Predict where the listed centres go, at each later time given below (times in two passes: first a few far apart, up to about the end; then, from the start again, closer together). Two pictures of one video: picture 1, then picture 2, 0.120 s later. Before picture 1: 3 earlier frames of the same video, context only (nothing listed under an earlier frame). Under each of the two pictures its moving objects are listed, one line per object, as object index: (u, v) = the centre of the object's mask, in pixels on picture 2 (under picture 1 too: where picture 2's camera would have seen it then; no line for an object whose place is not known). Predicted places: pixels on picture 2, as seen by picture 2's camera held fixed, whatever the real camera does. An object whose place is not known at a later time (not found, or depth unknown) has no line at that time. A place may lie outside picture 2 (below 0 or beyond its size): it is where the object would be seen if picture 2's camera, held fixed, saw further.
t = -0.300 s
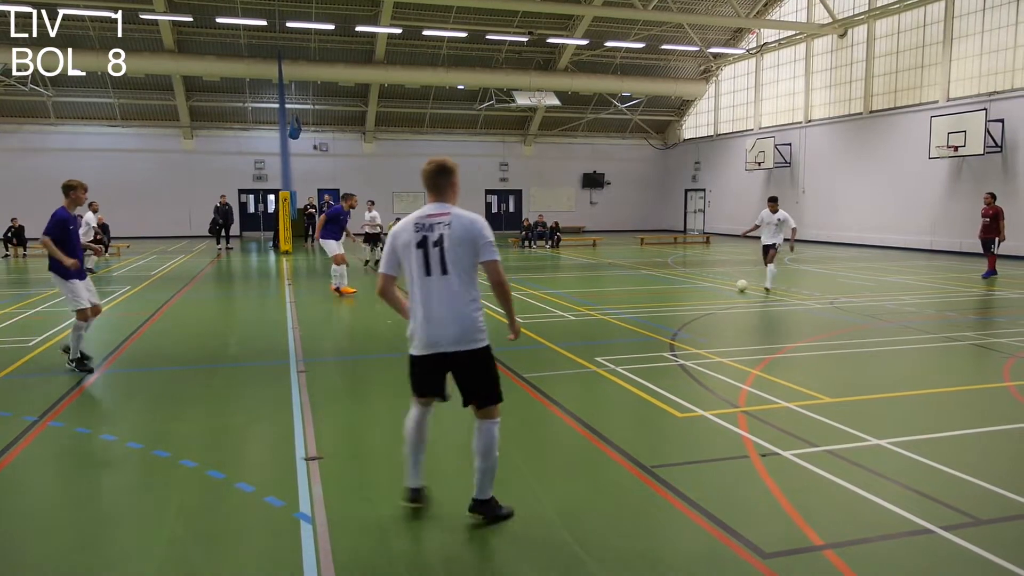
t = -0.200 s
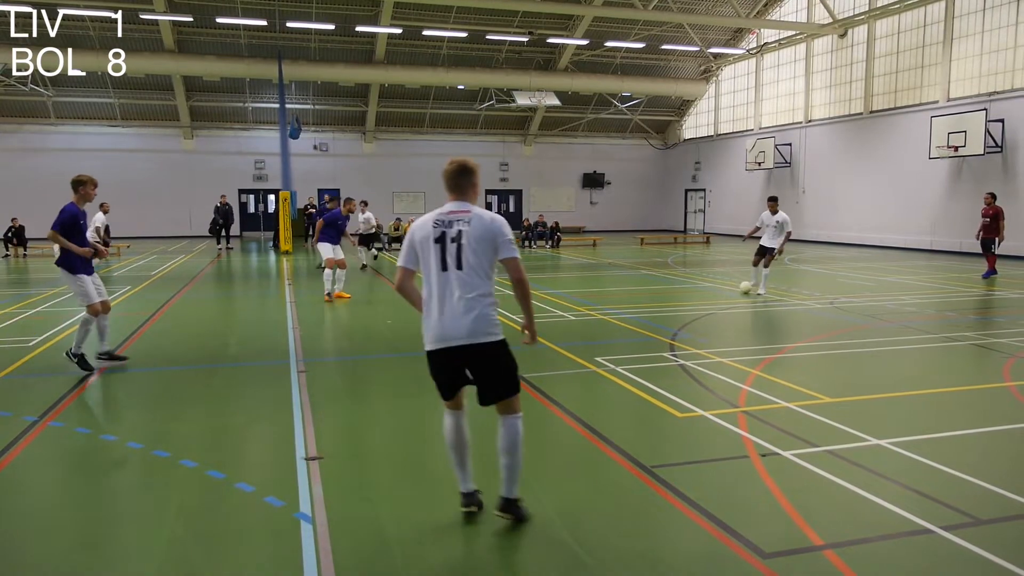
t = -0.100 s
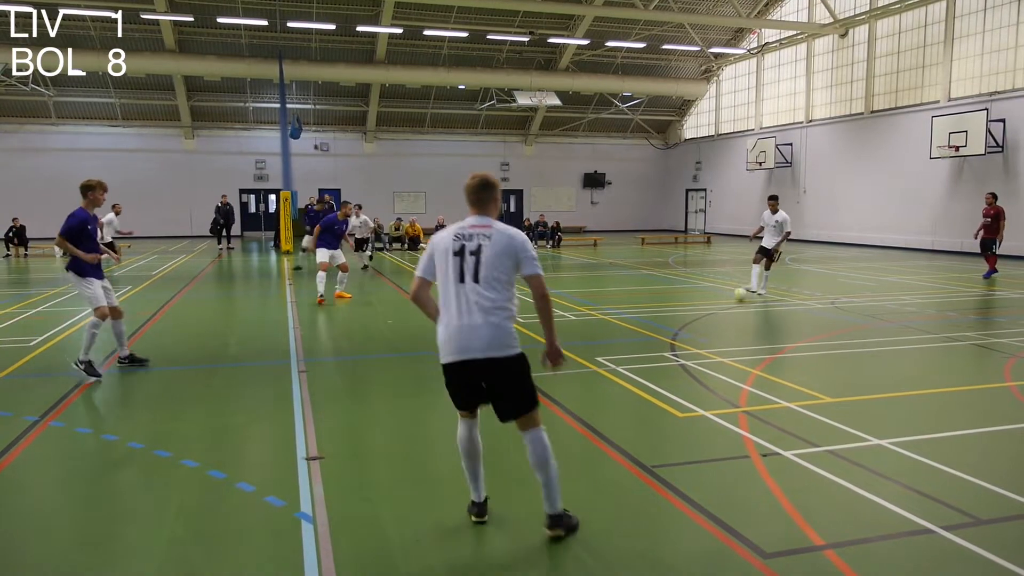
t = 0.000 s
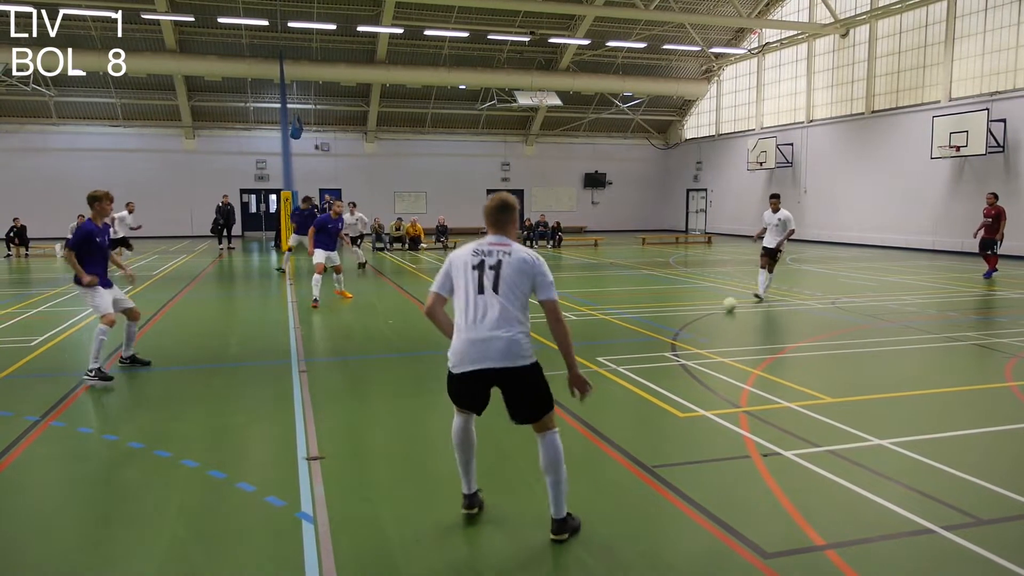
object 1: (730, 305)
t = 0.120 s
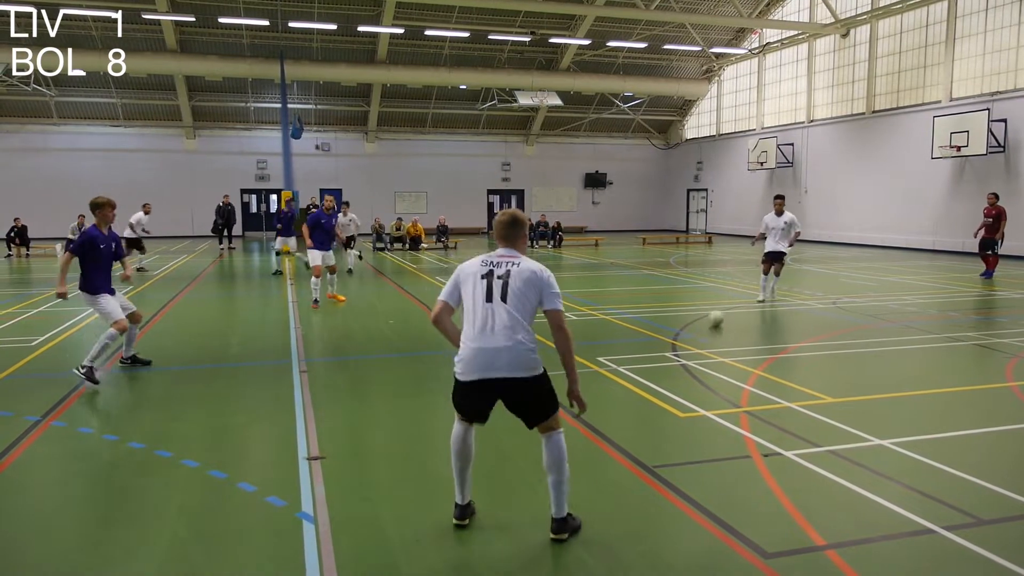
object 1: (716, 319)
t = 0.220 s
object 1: (701, 332)
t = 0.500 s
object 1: (650, 384)
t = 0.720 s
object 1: (586, 451)
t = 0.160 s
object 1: (710, 324)
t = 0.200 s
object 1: (704, 329)
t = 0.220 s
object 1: (701, 332)
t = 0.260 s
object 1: (695, 338)
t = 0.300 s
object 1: (689, 344)
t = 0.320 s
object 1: (685, 348)
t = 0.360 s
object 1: (678, 356)
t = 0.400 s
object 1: (670, 363)
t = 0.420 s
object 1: (665, 367)
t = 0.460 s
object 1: (658, 375)
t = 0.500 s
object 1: (650, 384)
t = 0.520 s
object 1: (644, 390)
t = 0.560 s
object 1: (634, 401)
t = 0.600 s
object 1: (625, 411)
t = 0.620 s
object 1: (619, 417)
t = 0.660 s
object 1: (608, 429)
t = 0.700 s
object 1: (594, 444)
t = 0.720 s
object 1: (586, 451)
